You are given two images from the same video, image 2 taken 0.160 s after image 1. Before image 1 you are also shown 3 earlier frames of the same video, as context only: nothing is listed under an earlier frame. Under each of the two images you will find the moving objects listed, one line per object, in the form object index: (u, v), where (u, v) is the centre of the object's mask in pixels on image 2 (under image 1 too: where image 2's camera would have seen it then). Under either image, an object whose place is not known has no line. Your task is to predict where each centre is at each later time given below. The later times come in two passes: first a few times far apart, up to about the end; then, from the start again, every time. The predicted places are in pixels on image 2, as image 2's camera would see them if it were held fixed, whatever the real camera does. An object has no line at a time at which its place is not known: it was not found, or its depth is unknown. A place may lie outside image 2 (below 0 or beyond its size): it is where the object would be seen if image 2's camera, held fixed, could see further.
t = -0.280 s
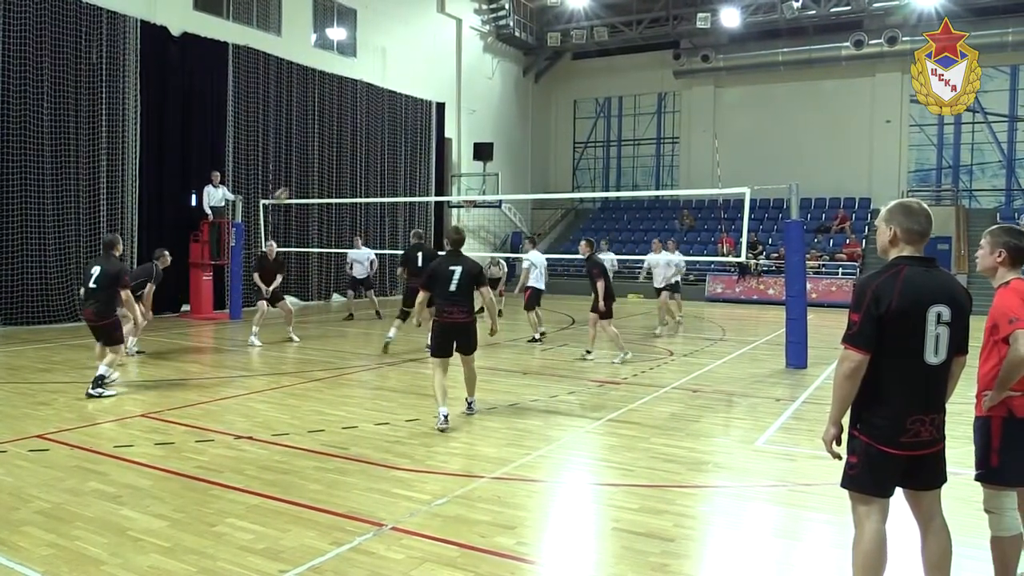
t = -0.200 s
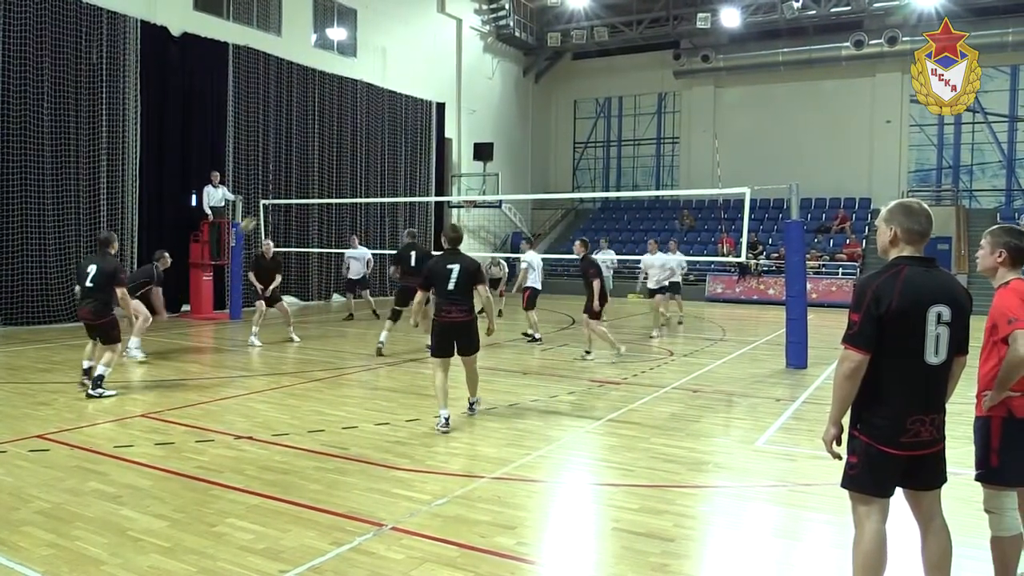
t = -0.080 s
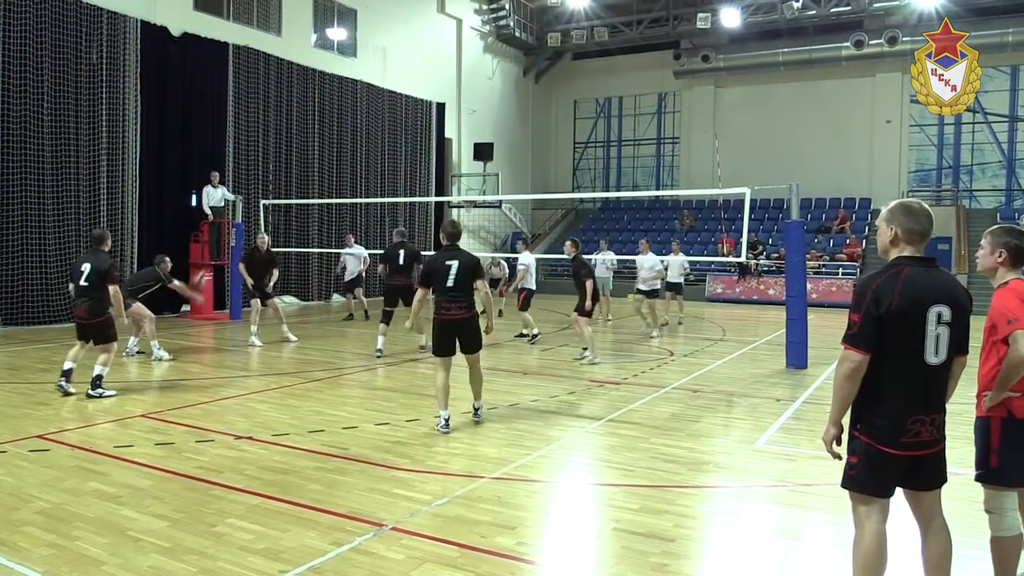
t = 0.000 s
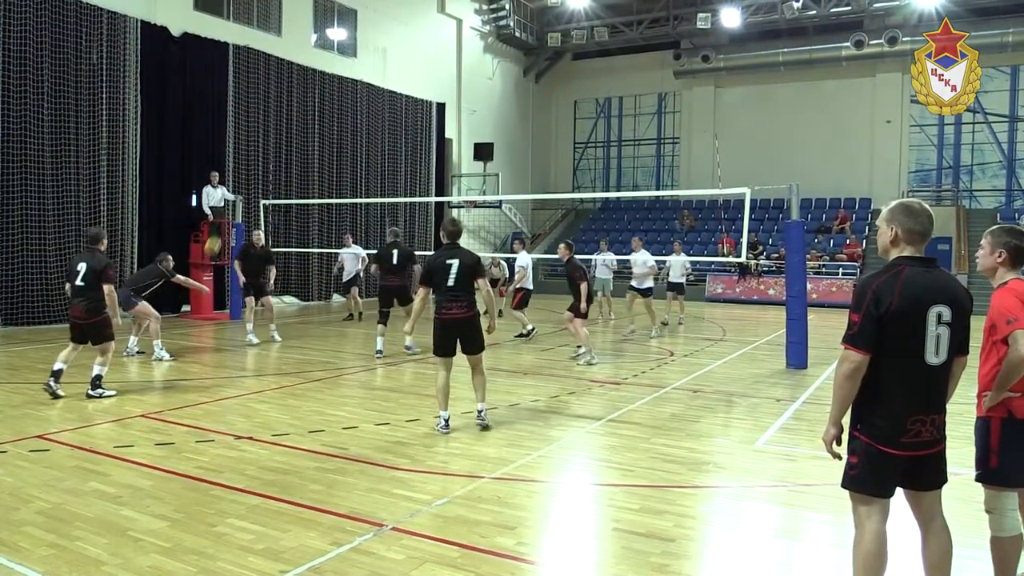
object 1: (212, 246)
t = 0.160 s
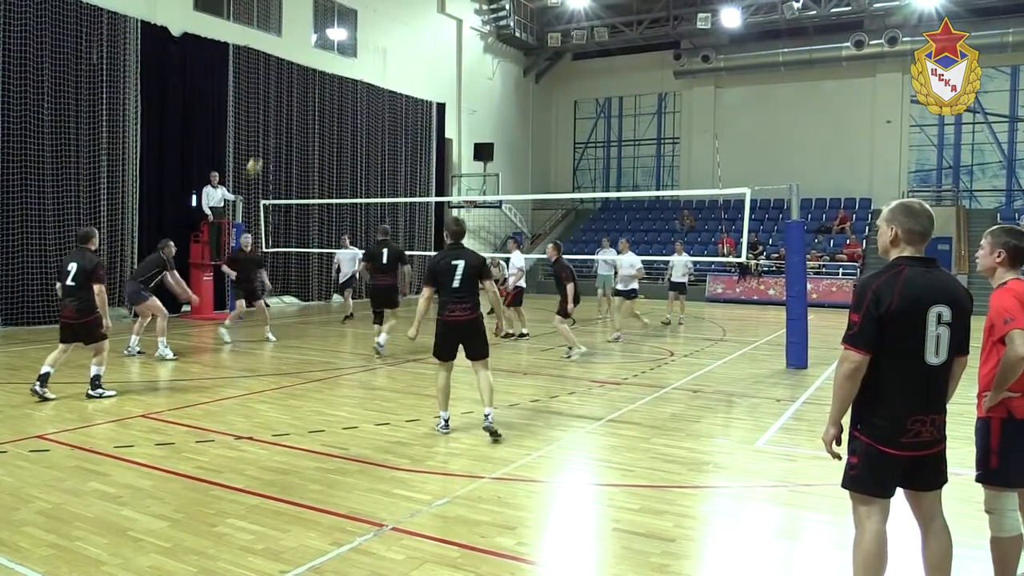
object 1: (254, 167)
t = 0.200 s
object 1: (263, 150)
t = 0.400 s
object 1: (314, 80)
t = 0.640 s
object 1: (373, 37)
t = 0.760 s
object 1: (402, 30)
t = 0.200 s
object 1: (263, 150)
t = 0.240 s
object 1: (275, 132)
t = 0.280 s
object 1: (284, 118)
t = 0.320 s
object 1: (294, 104)
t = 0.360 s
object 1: (304, 92)
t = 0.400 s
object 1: (314, 80)
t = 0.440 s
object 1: (324, 70)
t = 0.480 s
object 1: (334, 62)
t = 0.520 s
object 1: (345, 54)
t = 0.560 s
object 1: (354, 46)
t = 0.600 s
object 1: (364, 41)
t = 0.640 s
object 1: (373, 37)
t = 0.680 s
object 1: (383, 34)
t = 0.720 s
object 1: (392, 31)
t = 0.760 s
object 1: (402, 30)
